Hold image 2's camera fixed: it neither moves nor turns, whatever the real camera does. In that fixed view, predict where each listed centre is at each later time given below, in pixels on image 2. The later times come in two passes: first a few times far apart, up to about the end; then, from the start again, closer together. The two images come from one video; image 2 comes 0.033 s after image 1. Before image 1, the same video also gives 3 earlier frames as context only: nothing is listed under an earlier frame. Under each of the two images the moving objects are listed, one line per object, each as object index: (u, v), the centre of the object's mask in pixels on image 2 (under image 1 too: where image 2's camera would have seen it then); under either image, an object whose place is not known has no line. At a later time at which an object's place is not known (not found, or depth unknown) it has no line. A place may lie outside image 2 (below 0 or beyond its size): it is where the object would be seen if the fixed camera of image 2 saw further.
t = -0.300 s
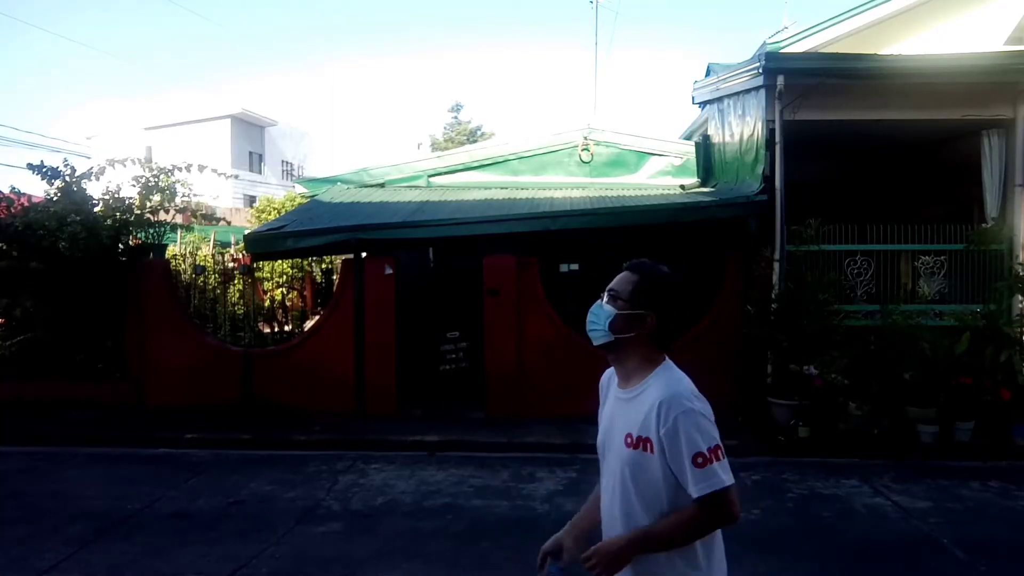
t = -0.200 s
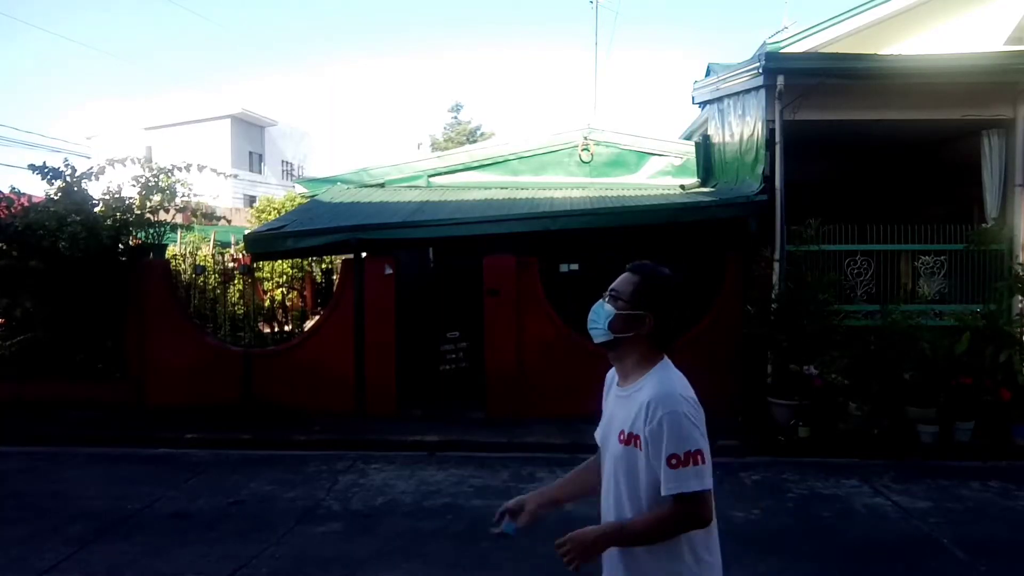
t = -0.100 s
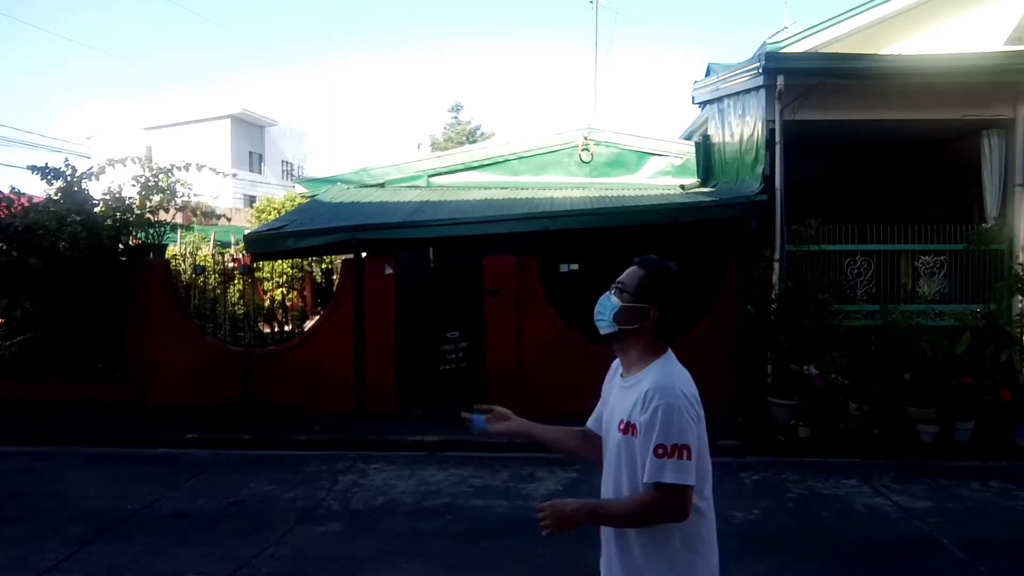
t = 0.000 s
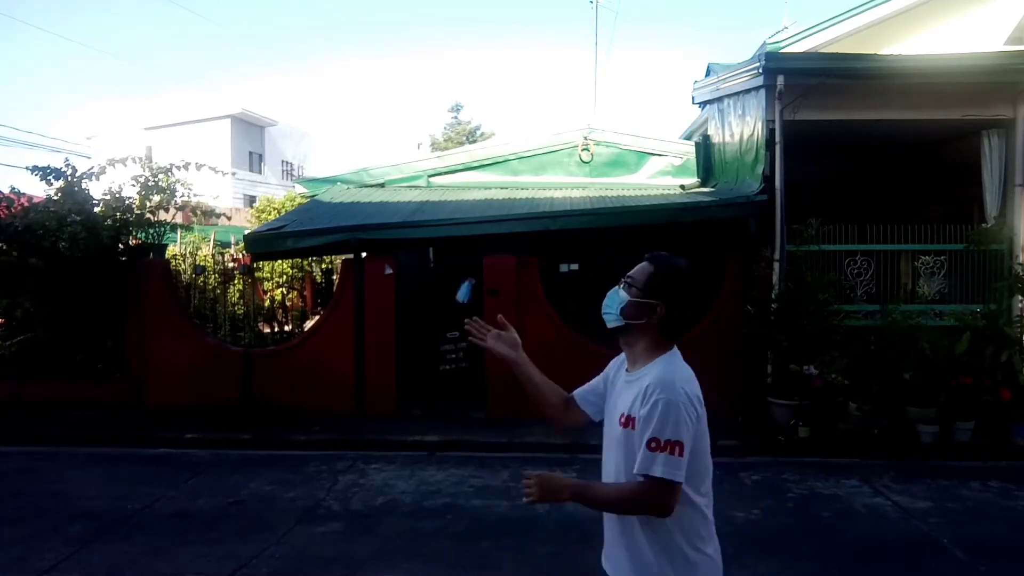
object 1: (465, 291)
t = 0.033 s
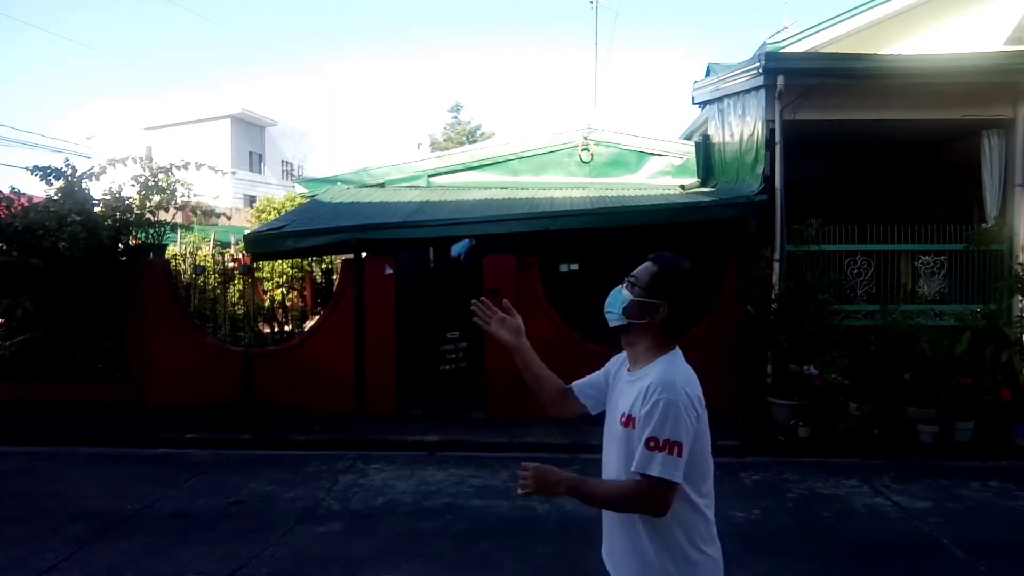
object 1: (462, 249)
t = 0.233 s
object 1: (474, 87)
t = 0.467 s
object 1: (464, 40)
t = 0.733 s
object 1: (471, 224)
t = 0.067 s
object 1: (461, 211)
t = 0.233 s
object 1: (474, 87)
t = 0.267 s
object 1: (474, 72)
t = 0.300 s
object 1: (472, 60)
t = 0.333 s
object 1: (470, 50)
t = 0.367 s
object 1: (467, 44)
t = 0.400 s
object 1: (465, 40)
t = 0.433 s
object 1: (464, 38)
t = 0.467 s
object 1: (464, 40)
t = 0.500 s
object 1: (465, 47)
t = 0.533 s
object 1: (468, 58)
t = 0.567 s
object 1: (470, 74)
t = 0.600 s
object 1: (473, 96)
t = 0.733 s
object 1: (471, 224)
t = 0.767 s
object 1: (470, 266)
